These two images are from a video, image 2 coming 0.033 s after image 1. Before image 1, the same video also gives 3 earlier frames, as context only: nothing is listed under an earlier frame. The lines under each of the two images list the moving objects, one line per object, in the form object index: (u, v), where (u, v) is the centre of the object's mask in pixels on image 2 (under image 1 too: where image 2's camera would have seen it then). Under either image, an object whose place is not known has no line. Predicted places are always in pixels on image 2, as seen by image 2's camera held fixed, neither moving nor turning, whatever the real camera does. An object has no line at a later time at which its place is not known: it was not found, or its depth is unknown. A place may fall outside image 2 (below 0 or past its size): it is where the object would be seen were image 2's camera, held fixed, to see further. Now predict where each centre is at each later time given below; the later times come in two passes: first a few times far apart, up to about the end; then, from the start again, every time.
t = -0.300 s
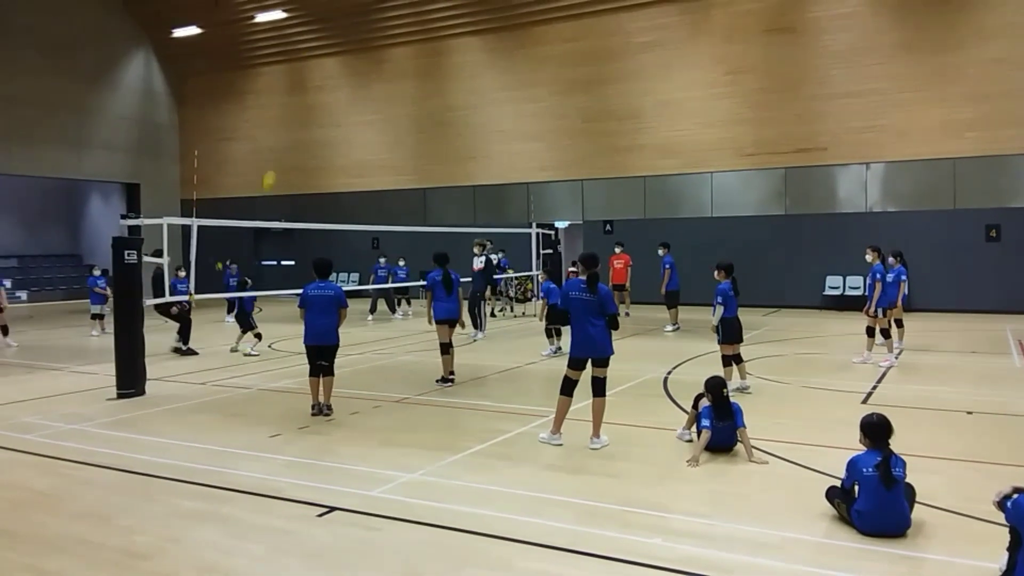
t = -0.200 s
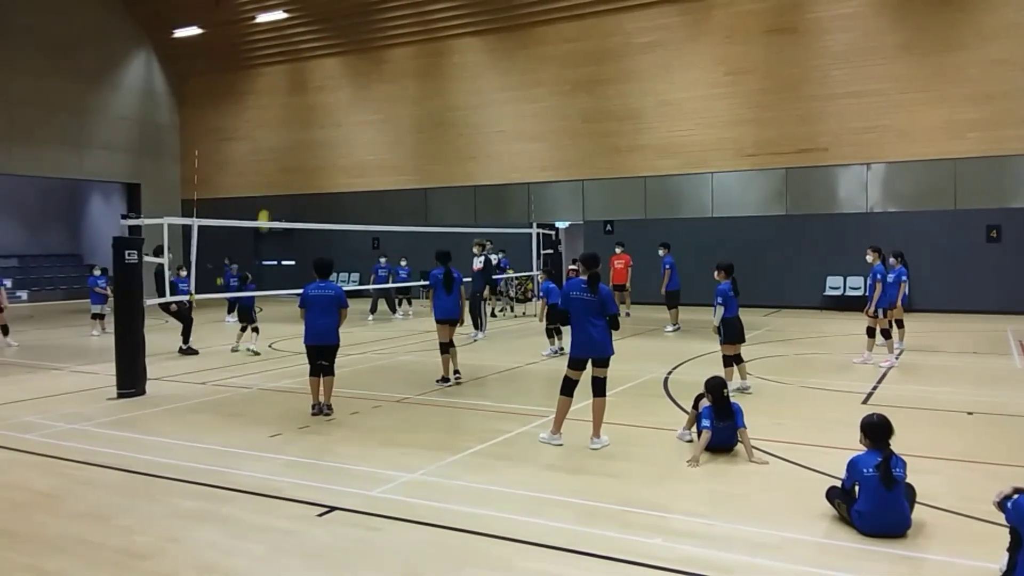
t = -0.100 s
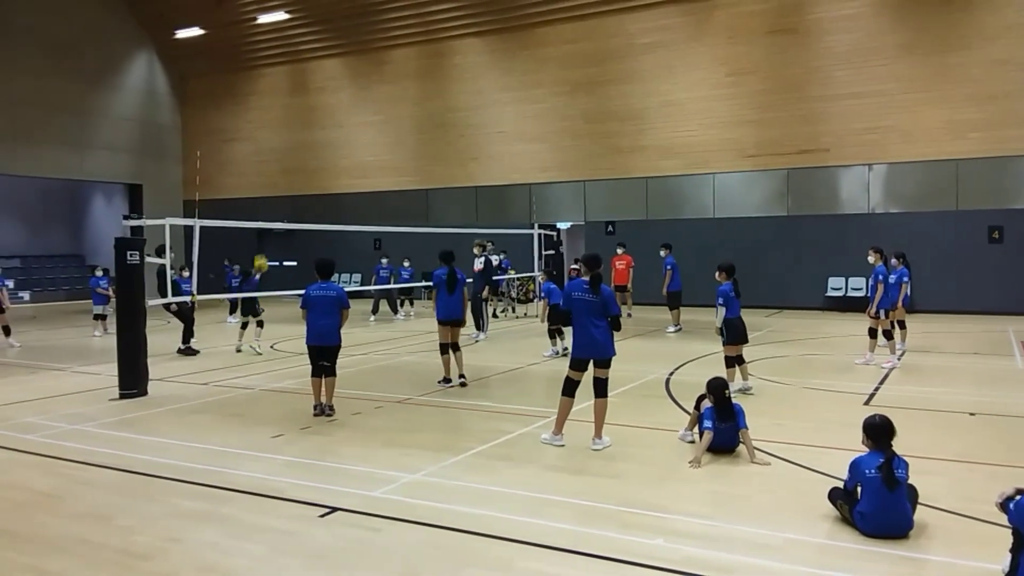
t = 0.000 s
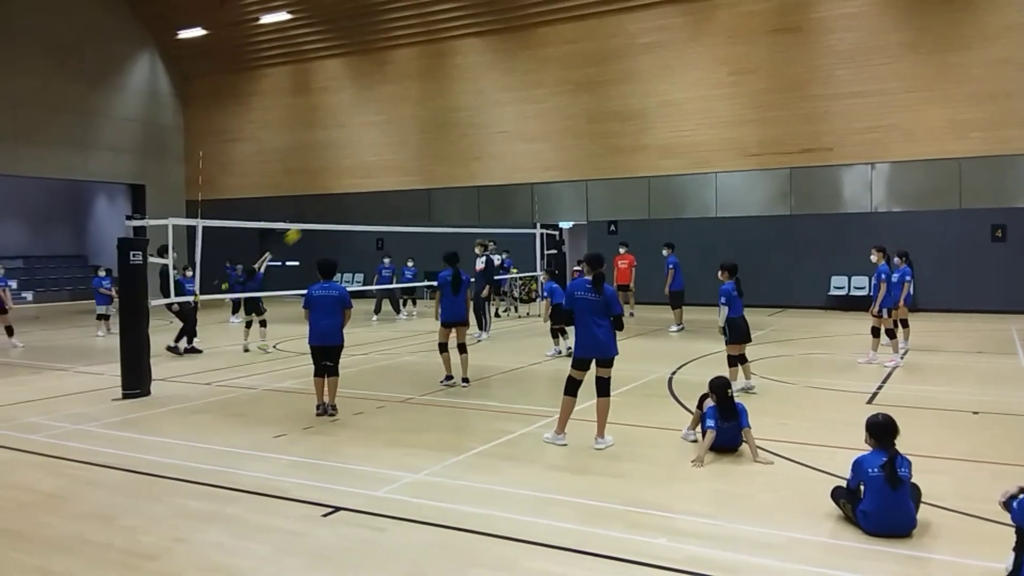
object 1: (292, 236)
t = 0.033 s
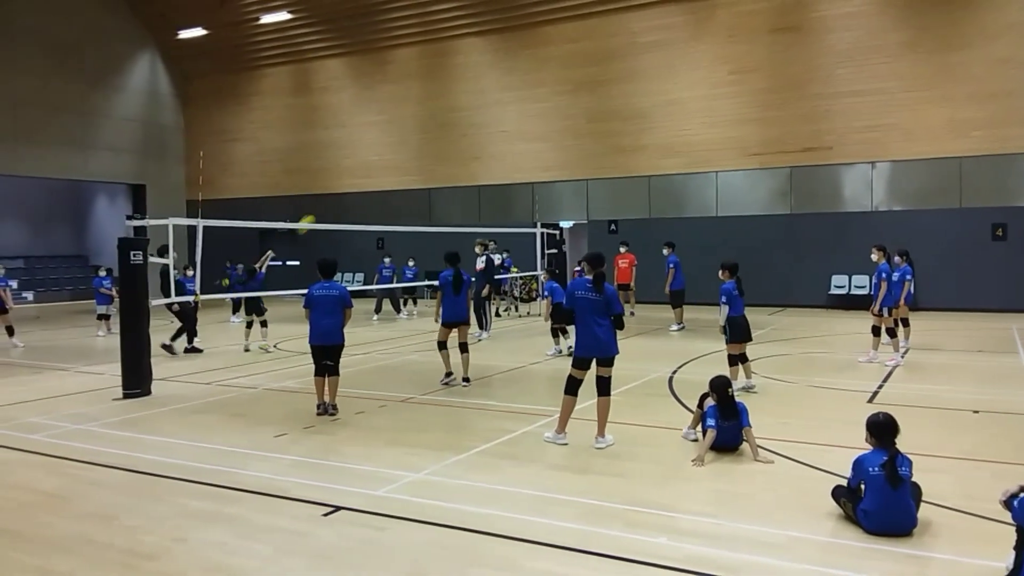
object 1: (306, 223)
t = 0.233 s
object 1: (373, 177)
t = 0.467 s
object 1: (458, 151)
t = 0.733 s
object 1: (565, 171)
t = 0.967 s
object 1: (668, 235)
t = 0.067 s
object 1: (316, 214)
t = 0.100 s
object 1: (327, 206)
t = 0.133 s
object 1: (338, 198)
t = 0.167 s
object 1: (348, 191)
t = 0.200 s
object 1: (360, 183)
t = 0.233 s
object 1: (373, 177)
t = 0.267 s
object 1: (385, 170)
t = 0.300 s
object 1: (398, 165)
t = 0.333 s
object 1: (409, 160)
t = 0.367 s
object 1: (421, 157)
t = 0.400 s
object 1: (432, 155)
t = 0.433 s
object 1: (444, 153)
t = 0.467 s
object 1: (458, 151)
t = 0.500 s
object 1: (471, 150)
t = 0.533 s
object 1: (484, 151)
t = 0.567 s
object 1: (496, 152)
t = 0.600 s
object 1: (510, 154)
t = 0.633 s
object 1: (524, 157)
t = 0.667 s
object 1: (536, 160)
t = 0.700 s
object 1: (549, 165)
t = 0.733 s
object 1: (565, 171)
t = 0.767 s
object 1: (579, 176)
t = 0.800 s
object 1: (595, 185)
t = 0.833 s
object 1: (607, 192)
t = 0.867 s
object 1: (623, 200)
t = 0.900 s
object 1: (638, 211)
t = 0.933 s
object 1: (653, 223)
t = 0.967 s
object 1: (668, 235)
